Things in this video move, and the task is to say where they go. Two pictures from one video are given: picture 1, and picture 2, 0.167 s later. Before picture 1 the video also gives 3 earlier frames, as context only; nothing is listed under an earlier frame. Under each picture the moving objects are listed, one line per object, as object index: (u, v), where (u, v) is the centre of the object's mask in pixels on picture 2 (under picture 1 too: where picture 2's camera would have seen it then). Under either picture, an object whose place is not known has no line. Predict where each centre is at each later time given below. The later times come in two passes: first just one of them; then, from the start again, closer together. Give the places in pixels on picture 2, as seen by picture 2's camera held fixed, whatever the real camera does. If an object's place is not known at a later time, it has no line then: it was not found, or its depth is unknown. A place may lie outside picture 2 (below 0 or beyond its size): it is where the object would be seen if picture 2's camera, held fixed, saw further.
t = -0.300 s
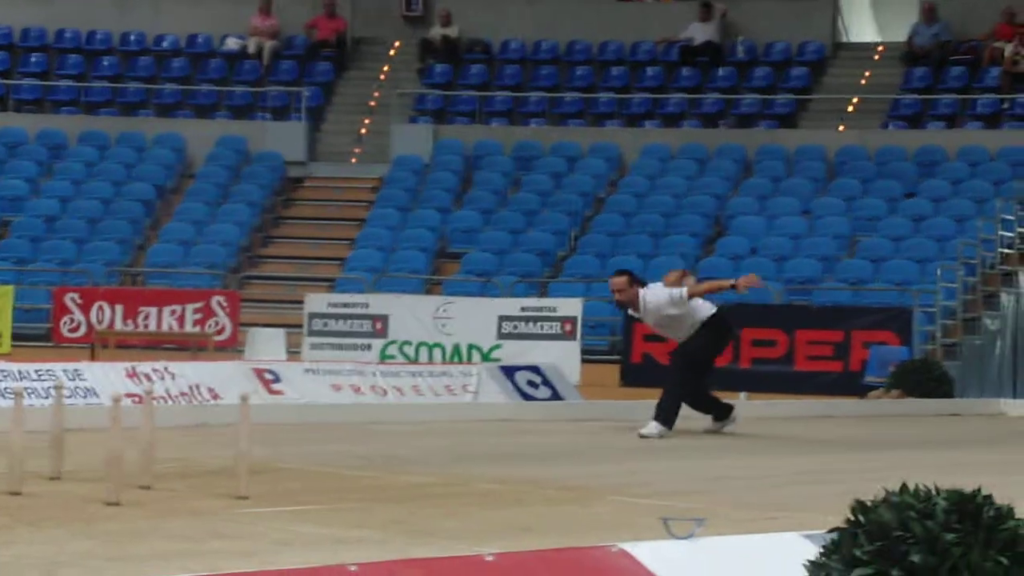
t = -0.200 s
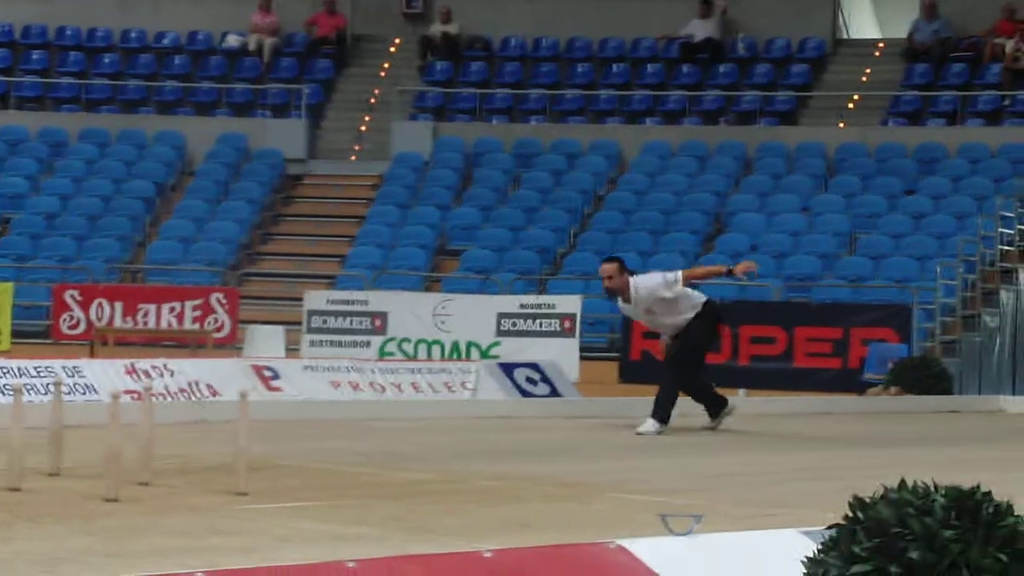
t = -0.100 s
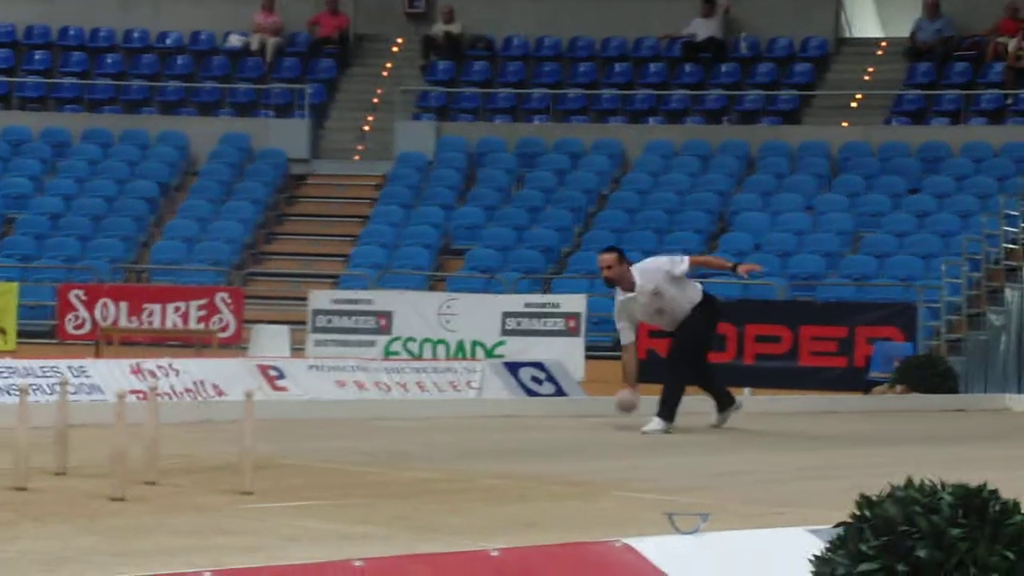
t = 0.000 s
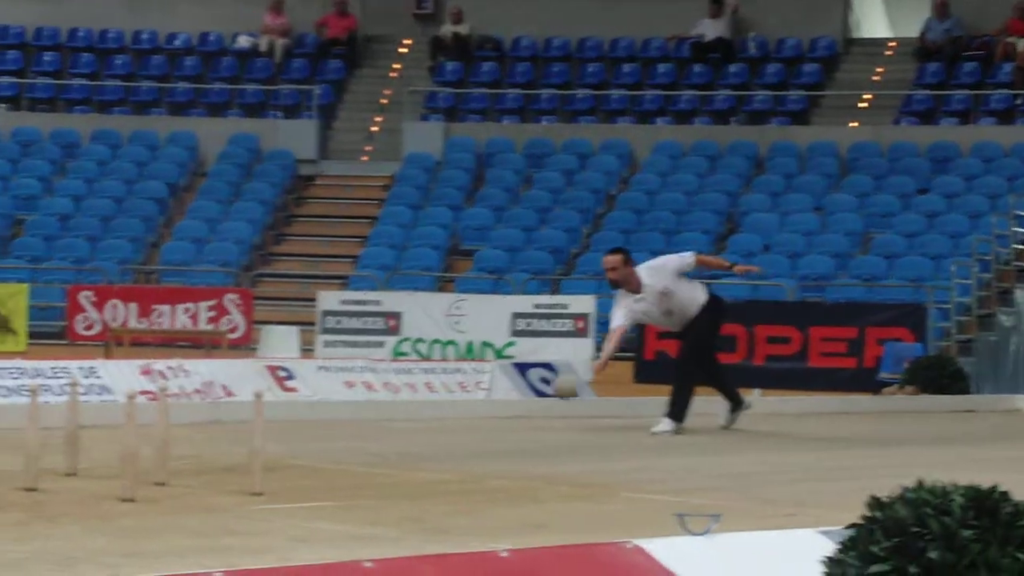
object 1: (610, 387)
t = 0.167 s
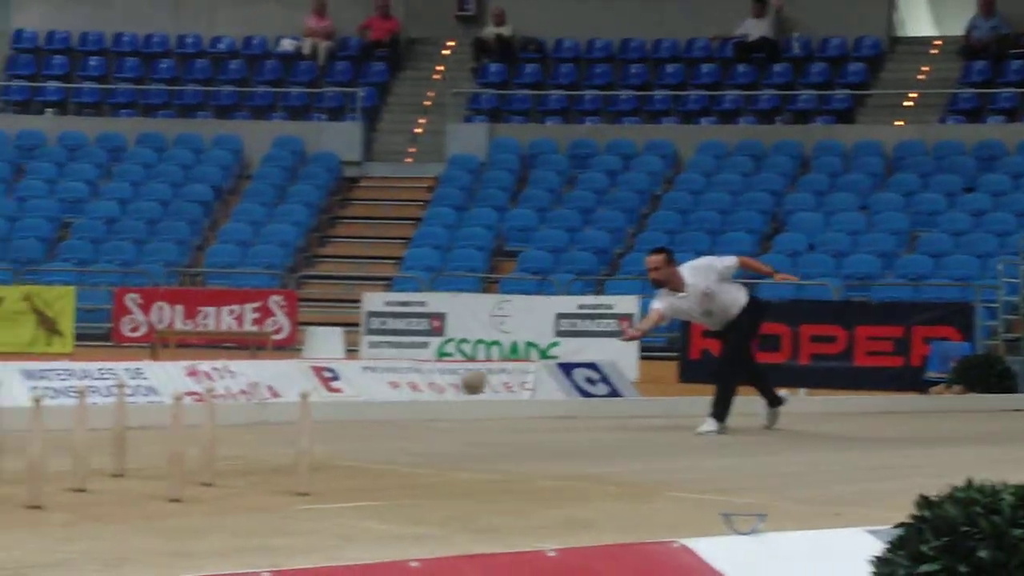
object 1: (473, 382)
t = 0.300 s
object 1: (341, 417)
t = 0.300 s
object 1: (341, 417)
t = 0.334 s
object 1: (291, 435)
